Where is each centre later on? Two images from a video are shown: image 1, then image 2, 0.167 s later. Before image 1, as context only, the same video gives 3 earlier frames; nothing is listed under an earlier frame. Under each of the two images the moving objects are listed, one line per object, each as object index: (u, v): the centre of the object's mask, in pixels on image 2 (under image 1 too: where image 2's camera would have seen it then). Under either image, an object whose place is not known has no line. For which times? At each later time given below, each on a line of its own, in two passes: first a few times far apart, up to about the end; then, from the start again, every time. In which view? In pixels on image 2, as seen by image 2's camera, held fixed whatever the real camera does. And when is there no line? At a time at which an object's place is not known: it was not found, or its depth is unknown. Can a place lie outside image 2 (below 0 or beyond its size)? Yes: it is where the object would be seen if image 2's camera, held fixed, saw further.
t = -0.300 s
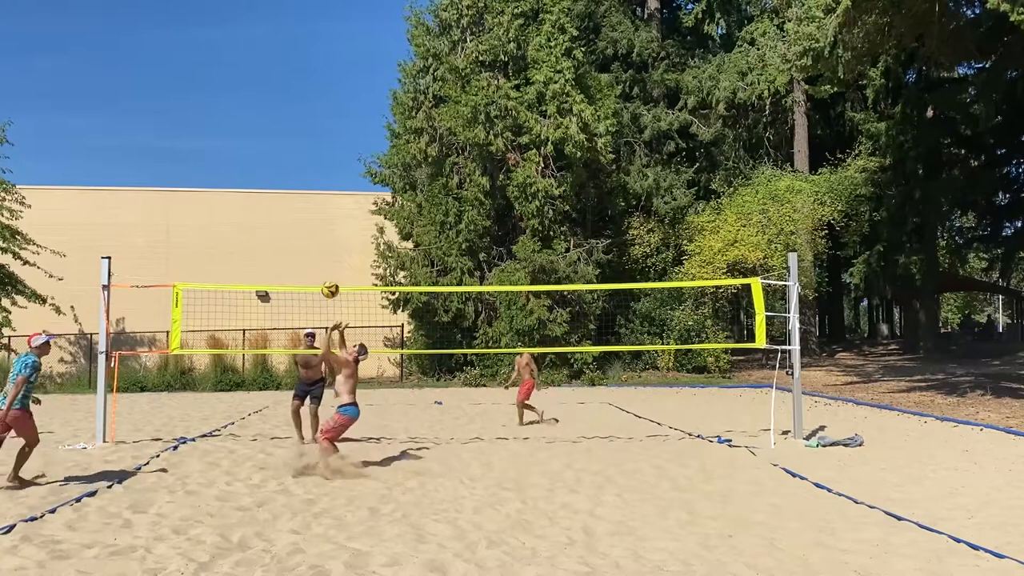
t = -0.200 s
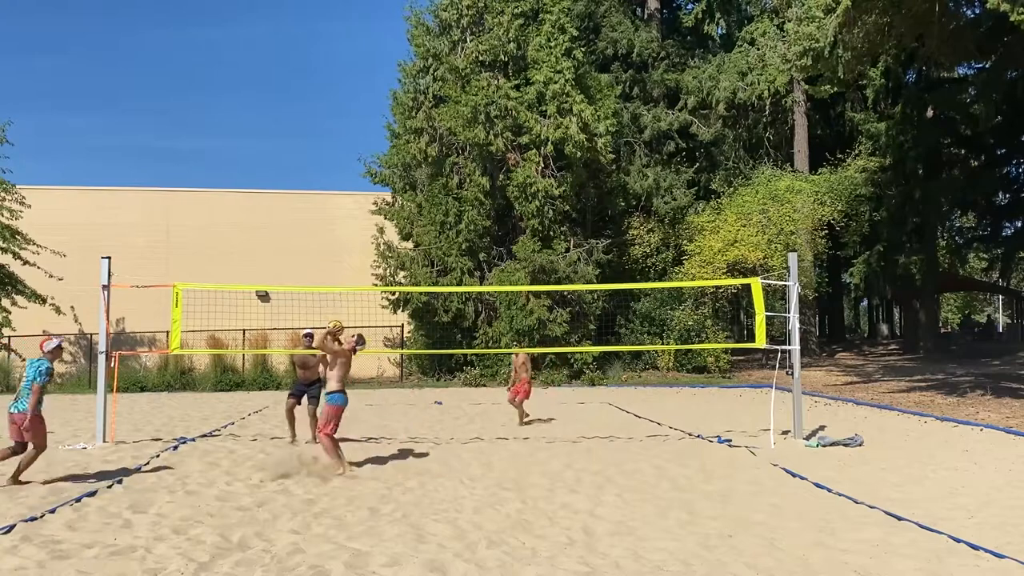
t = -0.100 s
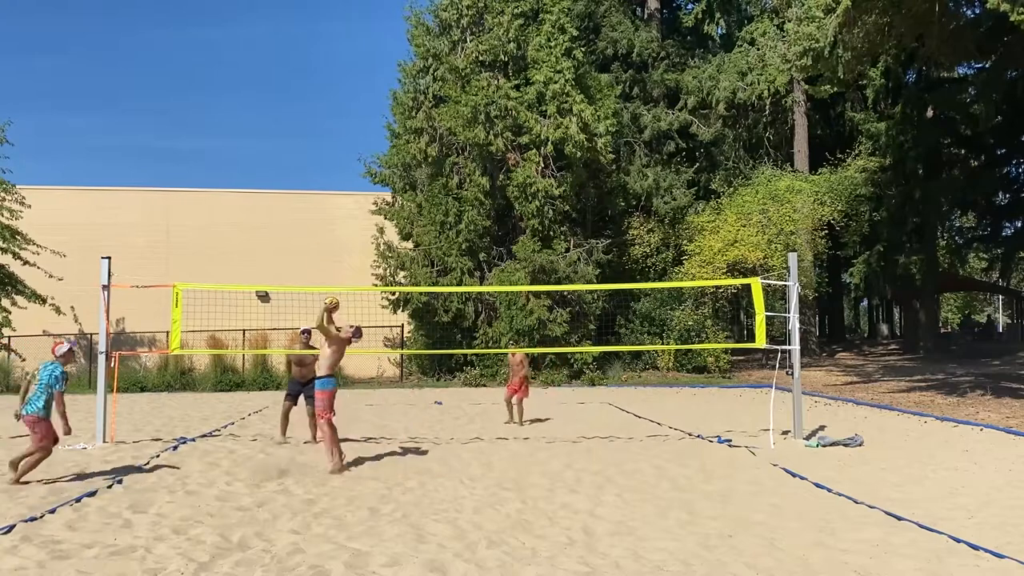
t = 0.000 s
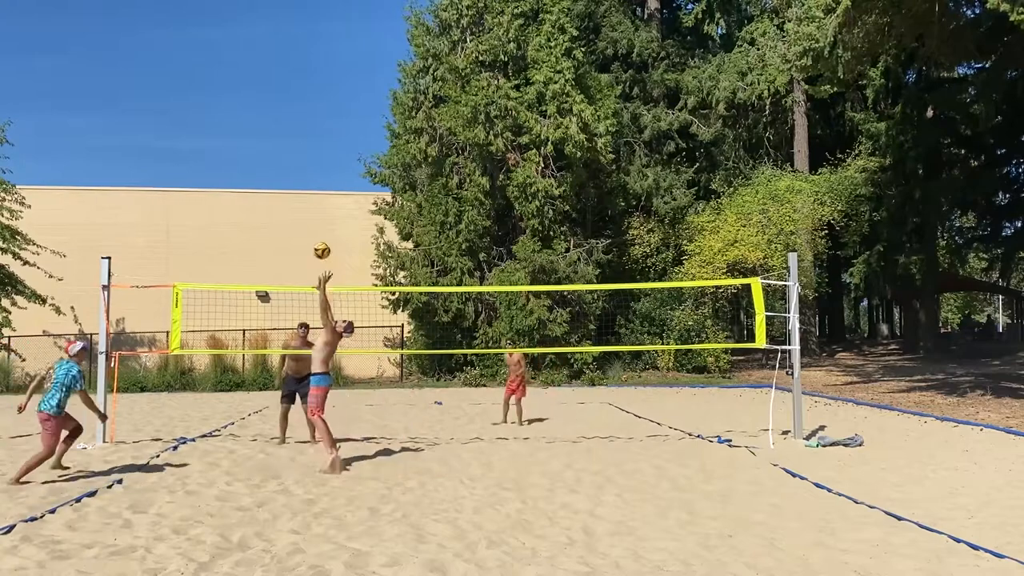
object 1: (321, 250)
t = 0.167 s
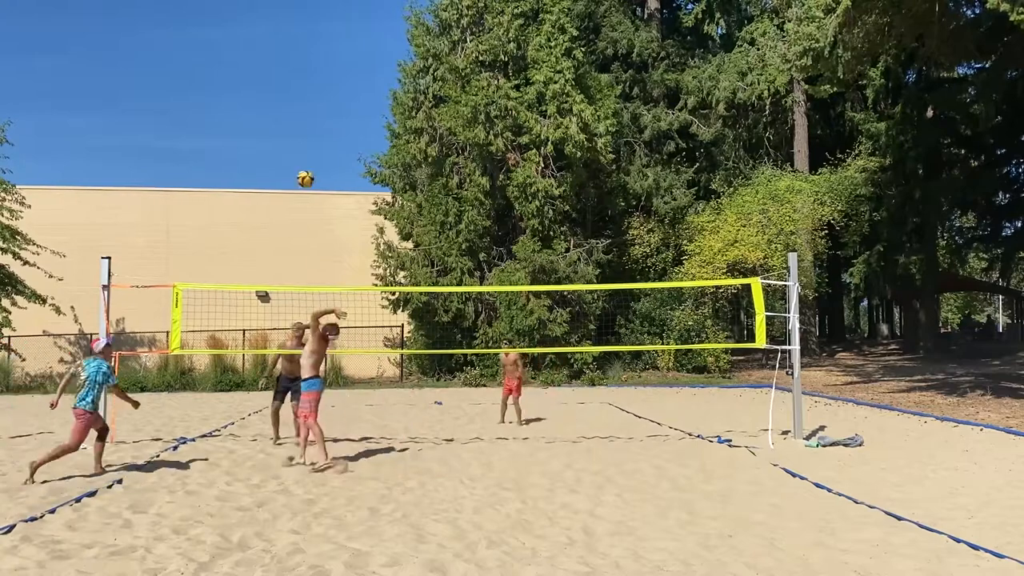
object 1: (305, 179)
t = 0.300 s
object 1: (292, 139)
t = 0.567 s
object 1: (267, 102)
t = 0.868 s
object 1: (238, 124)
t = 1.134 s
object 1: (213, 197)
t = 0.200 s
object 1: (302, 168)
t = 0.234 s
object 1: (298, 157)
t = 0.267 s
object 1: (295, 148)
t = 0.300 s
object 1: (292, 139)
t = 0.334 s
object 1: (289, 132)
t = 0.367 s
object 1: (286, 125)
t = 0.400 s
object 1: (283, 119)
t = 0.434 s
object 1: (280, 114)
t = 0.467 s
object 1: (276, 110)
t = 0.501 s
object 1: (273, 106)
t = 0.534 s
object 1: (270, 104)
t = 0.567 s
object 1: (267, 102)
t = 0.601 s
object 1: (264, 101)
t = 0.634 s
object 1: (261, 101)
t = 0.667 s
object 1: (258, 102)
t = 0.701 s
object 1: (254, 104)
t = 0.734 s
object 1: (251, 106)
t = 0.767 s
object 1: (248, 109)
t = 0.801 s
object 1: (245, 113)
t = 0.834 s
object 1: (242, 118)
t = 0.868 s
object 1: (238, 124)
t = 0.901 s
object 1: (235, 130)
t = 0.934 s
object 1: (232, 137)
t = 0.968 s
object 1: (229, 145)
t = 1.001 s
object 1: (226, 154)
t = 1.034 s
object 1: (222, 164)
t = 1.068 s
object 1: (219, 174)
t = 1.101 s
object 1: (216, 185)
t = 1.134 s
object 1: (213, 197)
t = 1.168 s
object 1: (210, 209)
